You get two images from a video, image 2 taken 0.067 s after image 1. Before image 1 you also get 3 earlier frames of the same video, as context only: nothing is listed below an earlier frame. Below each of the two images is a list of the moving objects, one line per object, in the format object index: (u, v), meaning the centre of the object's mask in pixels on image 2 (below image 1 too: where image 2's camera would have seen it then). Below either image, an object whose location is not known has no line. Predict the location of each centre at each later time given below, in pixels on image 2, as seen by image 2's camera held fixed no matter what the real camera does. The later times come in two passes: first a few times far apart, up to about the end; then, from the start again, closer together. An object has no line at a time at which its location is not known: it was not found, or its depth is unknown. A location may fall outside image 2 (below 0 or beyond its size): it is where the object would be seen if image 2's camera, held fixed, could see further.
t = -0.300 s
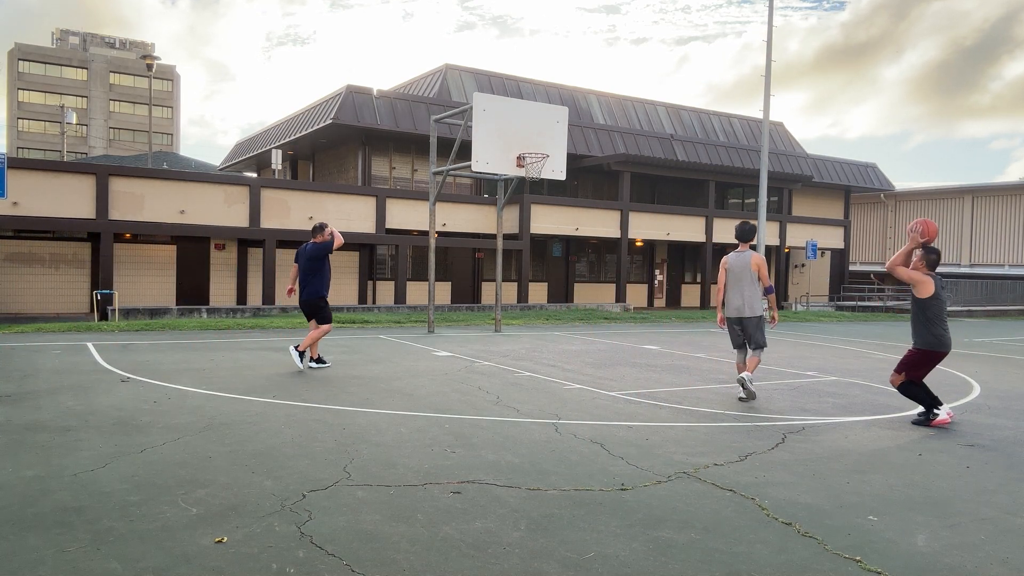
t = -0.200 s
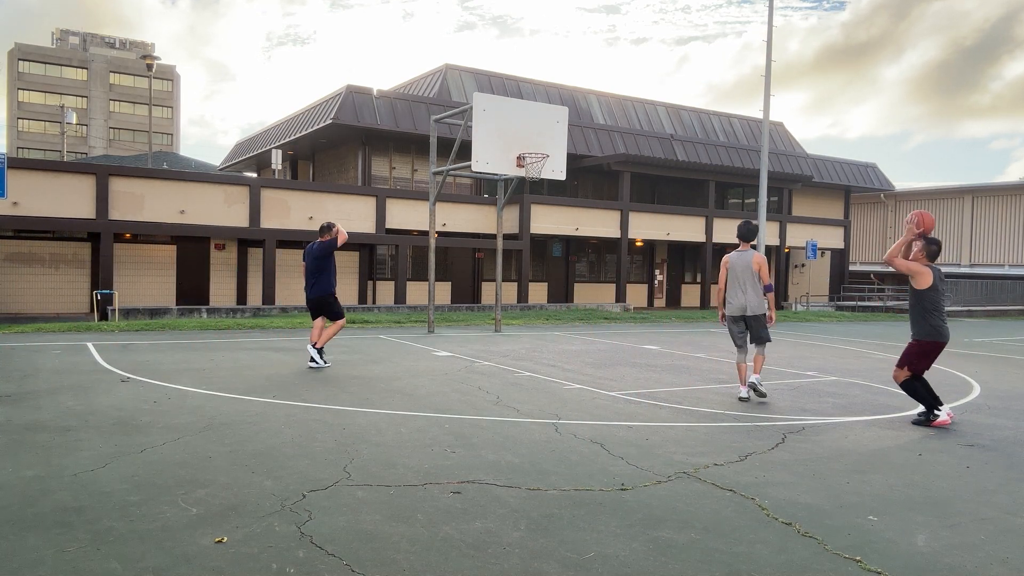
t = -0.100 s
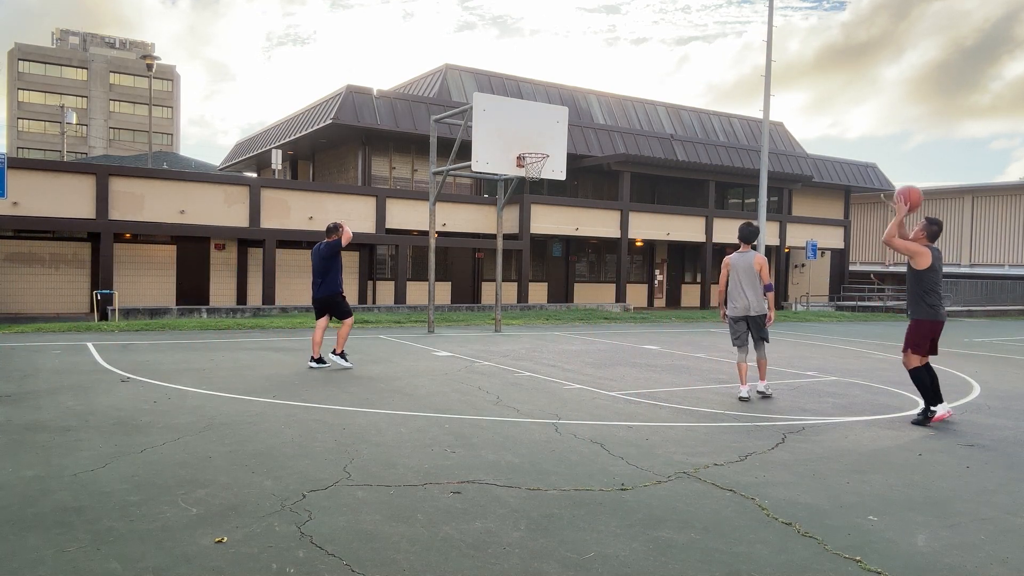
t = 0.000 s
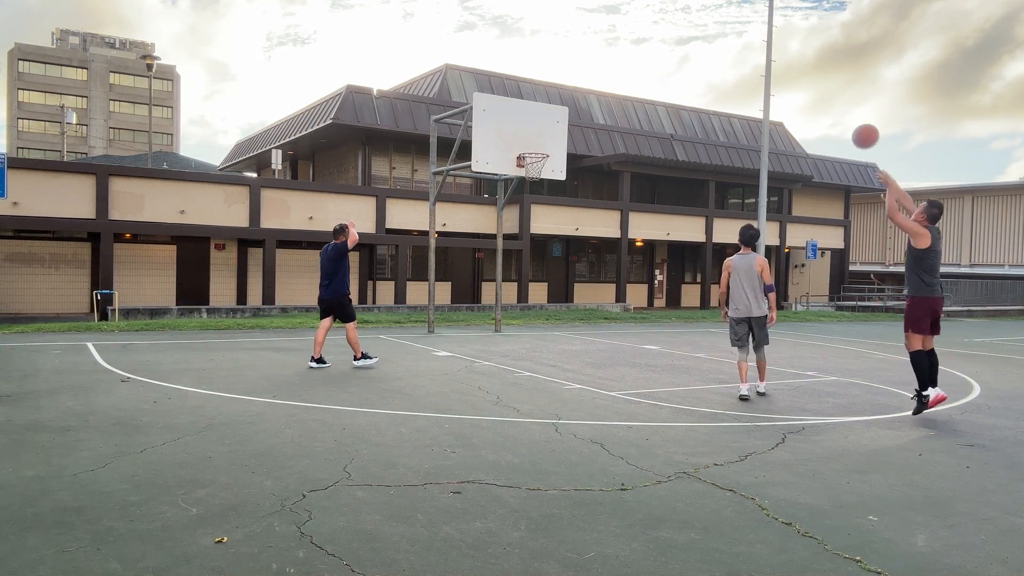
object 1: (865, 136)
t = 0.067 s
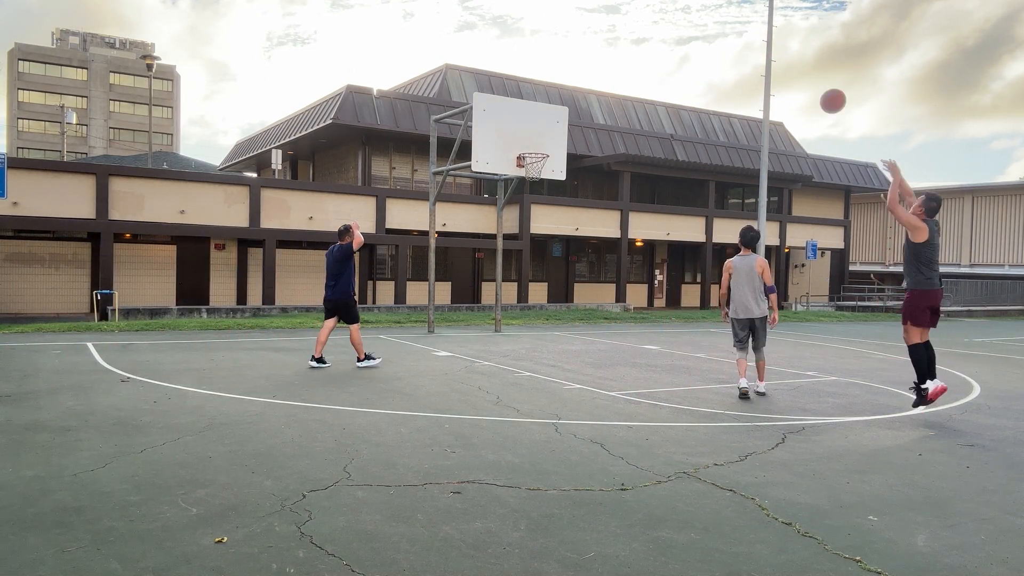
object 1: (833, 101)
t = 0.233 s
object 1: (761, 41)
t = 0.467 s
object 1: (679, 11)
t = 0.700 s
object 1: (612, 28)
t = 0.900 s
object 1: (564, 69)
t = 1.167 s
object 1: (511, 152)
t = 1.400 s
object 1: (496, 189)
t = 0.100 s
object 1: (818, 86)
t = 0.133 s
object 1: (803, 72)
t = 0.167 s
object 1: (788, 61)
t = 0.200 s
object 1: (775, 50)
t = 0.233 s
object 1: (761, 41)
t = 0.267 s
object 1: (748, 33)
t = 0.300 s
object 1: (736, 27)
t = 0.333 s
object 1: (724, 22)
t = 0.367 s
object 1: (712, 18)
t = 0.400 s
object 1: (701, 14)
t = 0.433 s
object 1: (690, 12)
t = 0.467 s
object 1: (679, 11)
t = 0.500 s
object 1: (669, 11)
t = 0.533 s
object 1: (659, 12)
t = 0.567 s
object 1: (649, 14)
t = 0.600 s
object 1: (640, 16)
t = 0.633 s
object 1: (630, 19)
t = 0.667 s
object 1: (621, 24)
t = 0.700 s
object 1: (612, 28)
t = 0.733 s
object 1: (604, 34)
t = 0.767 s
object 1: (596, 39)
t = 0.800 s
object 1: (587, 46)
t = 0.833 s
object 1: (580, 53)
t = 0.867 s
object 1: (572, 61)
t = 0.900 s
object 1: (564, 69)
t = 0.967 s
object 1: (550, 88)
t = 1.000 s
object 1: (543, 97)
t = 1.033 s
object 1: (536, 107)
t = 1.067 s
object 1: (530, 118)
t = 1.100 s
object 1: (523, 129)
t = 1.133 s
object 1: (517, 140)
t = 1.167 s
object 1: (511, 152)
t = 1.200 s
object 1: (511, 160)
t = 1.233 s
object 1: (509, 163)
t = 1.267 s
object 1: (506, 167)
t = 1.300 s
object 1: (504, 171)
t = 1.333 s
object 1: (501, 177)
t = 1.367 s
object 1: (499, 182)
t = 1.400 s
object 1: (496, 189)
